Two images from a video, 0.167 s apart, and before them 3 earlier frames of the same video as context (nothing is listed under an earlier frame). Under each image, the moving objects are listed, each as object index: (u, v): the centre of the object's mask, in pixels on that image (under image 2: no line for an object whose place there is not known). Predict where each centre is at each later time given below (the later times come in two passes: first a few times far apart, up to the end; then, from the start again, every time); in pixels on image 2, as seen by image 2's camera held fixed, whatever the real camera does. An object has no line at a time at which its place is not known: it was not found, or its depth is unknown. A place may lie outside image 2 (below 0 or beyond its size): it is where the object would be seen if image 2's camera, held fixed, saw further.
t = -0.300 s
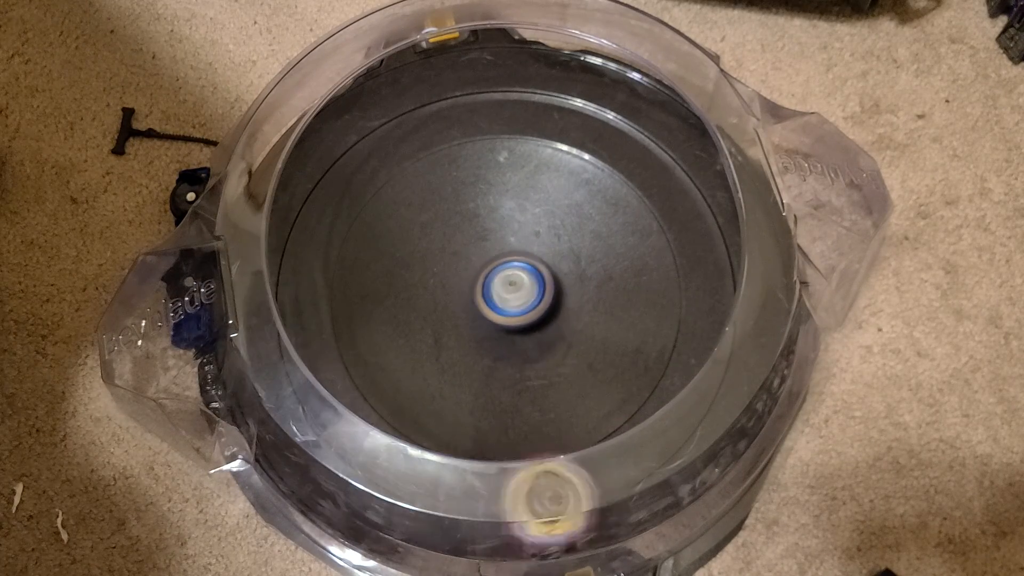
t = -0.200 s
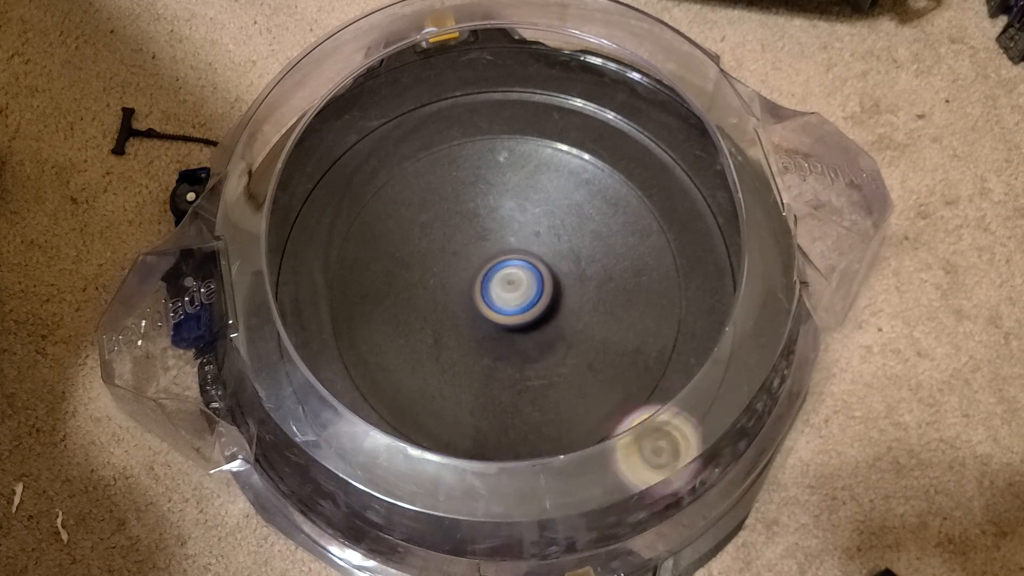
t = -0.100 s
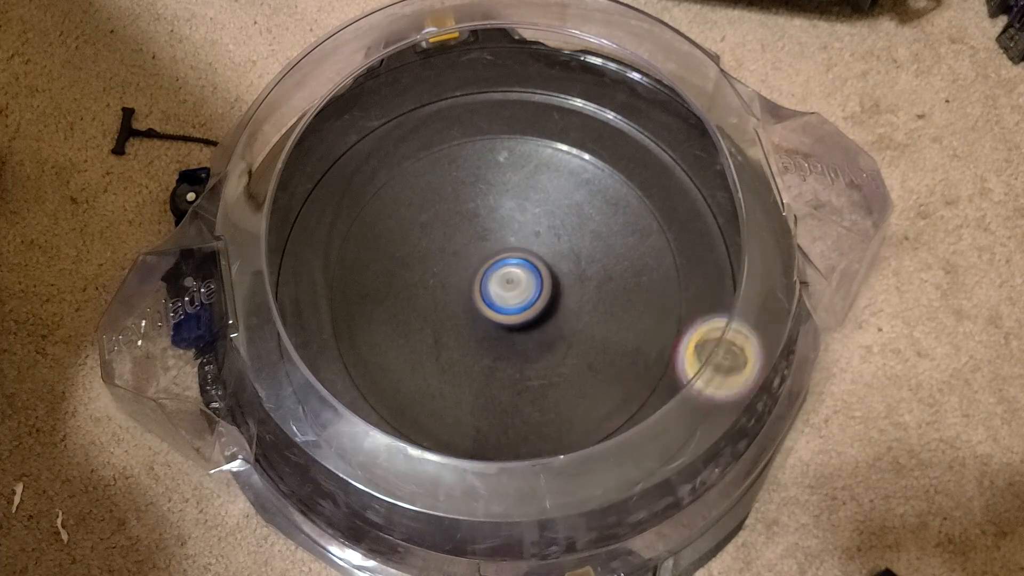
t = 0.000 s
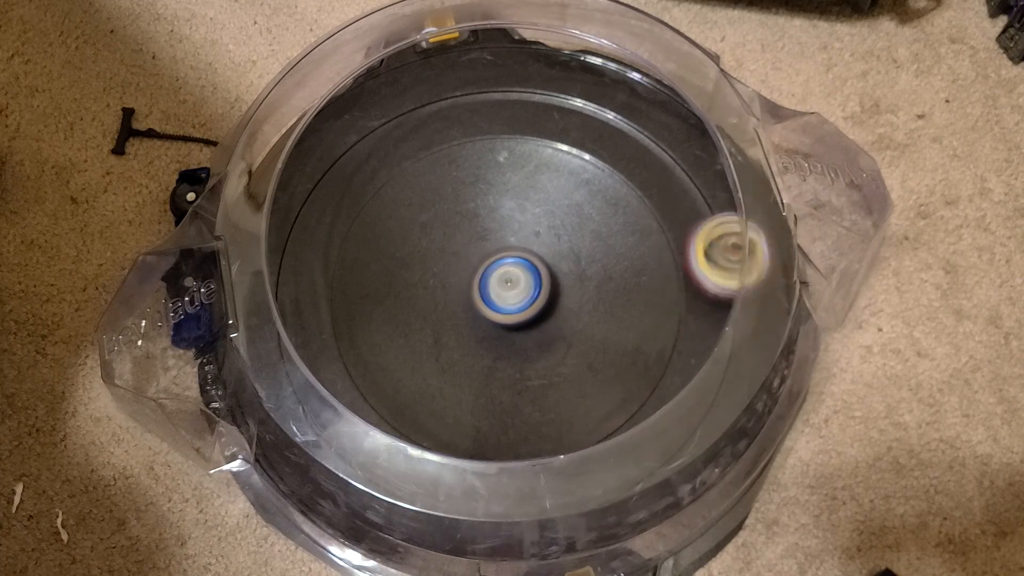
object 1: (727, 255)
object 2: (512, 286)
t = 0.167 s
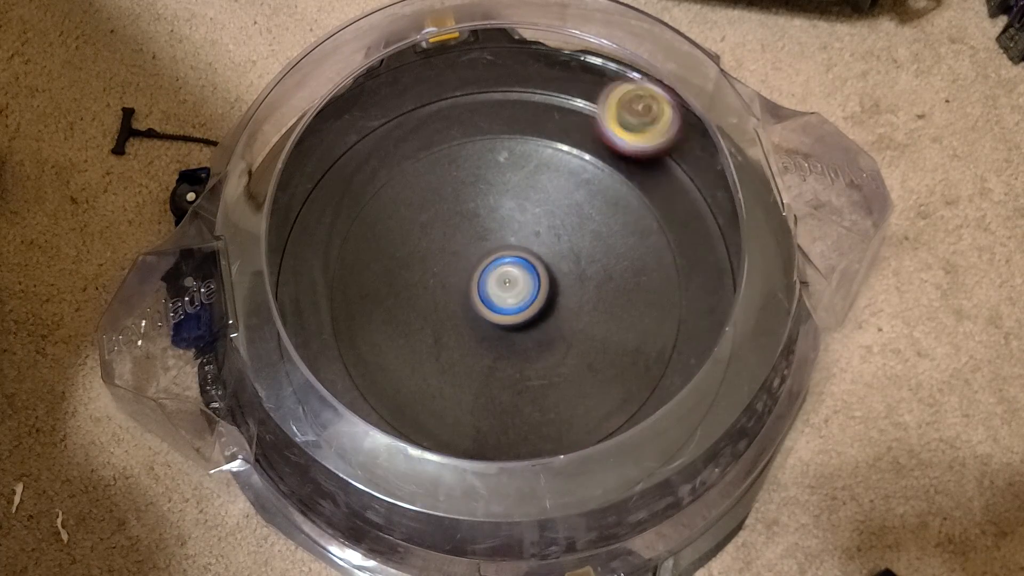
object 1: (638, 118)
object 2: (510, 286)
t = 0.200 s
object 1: (607, 101)
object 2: (510, 286)
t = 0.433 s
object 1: (377, 115)
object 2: (506, 286)
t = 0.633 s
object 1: (277, 286)
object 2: (502, 287)
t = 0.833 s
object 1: (383, 474)
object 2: (500, 290)
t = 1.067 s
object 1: (644, 460)
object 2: (496, 292)
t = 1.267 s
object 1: (728, 277)
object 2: (494, 294)
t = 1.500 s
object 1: (604, 99)
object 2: (497, 295)
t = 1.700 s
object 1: (410, 98)
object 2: (499, 297)
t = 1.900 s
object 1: (285, 240)
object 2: (502, 298)
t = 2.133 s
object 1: (361, 458)
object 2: (507, 298)
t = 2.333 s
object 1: (581, 494)
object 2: (513, 298)
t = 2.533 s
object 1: (721, 345)
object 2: (515, 298)
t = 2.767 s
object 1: (667, 144)
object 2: (516, 295)
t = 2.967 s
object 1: (493, 79)
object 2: (516, 291)
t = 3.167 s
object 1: (328, 160)
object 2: (514, 287)
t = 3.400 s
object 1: (295, 368)
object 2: (511, 284)
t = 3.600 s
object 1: (455, 501)
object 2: (507, 284)
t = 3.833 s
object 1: (679, 421)
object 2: (501, 286)
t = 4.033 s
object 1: (723, 250)
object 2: (496, 290)
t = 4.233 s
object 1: (620, 111)
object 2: (492, 293)
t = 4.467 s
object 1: (412, 100)
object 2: (495, 295)
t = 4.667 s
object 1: (292, 226)
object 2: (499, 297)
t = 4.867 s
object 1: (317, 405)
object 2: (502, 298)
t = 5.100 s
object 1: (530, 501)
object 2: (507, 300)
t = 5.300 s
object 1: (691, 406)
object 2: (513, 298)
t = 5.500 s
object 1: (720, 246)
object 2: (515, 297)
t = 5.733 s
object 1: (610, 109)
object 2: (517, 295)
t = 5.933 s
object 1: (467, 90)
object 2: (516, 292)
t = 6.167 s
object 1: (341, 171)
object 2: (513, 287)
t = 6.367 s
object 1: (313, 298)
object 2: (509, 284)
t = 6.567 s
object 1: (377, 412)
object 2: (504, 285)
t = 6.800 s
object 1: (517, 472)
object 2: (498, 288)
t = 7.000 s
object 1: (642, 431)
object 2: (495, 292)
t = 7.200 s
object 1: (691, 319)
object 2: (493, 294)
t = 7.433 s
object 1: (632, 191)
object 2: (498, 297)
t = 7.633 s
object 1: (483, 147)
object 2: (501, 298)
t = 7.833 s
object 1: (353, 225)
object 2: (505, 299)
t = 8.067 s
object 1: (390, 390)
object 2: (512, 299)
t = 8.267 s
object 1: (554, 412)
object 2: (514, 297)
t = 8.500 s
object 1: (651, 264)
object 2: (515, 294)
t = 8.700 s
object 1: (572, 147)
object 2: (515, 290)
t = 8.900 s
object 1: (425, 170)
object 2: (513, 287)
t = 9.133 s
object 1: (376, 331)
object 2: (507, 287)
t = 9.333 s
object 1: (489, 428)
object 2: (502, 288)
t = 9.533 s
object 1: (630, 376)
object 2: (499, 290)
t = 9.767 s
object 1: (611, 214)
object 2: (495, 294)
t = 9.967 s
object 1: (479, 155)
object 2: (496, 296)
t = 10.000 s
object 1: (454, 157)
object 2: (496, 296)
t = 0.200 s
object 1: (607, 101)
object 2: (510, 286)
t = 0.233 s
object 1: (575, 88)
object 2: (509, 286)
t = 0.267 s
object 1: (541, 81)
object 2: (509, 286)
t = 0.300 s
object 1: (506, 79)
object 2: (508, 286)
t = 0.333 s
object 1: (472, 81)
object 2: (507, 286)
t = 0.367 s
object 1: (439, 88)
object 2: (507, 286)
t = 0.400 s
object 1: (406, 100)
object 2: (506, 286)
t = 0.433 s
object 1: (377, 115)
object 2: (506, 286)
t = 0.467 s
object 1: (350, 136)
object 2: (505, 286)
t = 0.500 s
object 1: (328, 161)
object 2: (504, 286)
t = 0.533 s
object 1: (311, 189)
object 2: (504, 286)
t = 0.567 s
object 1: (293, 219)
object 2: (503, 287)
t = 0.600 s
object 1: (282, 252)
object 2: (503, 287)
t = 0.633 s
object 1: (277, 286)
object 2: (502, 287)
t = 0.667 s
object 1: (281, 319)
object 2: (502, 287)
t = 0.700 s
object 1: (288, 356)
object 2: (502, 287)
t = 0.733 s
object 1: (303, 388)
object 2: (501, 288)
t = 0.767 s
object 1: (324, 418)
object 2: (501, 288)
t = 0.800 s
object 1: (350, 448)
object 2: (500, 289)
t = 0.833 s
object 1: (383, 474)
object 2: (500, 290)
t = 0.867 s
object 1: (418, 490)
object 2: (499, 290)
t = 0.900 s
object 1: (458, 502)
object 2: (499, 290)
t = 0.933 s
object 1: (498, 508)
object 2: (498, 291)
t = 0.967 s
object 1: (538, 506)
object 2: (498, 291)
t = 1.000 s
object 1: (576, 495)
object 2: (497, 292)
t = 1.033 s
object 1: (612, 480)
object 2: (497, 292)
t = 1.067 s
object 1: (644, 460)
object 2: (496, 292)
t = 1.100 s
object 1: (670, 433)
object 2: (496, 293)
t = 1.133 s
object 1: (693, 405)
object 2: (495, 293)
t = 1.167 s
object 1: (711, 375)
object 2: (495, 293)
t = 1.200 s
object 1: (722, 343)
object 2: (494, 293)
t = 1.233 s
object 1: (728, 310)
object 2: (494, 293)
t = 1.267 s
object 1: (728, 277)
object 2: (494, 294)
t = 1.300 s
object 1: (723, 245)
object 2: (494, 293)
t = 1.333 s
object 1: (713, 214)
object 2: (494, 294)
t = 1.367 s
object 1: (698, 186)
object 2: (495, 294)
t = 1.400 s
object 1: (681, 159)
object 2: (495, 294)
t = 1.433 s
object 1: (659, 135)
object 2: (496, 295)
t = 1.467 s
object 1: (633, 116)
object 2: (497, 295)
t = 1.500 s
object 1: (604, 99)
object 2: (497, 295)
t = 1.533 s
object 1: (573, 88)
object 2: (498, 296)
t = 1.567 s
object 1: (540, 81)
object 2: (498, 296)
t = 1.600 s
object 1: (507, 78)
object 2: (498, 297)
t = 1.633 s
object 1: (474, 80)
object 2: (499, 296)
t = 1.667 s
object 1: (441, 87)
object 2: (499, 296)
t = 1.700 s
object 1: (410, 98)
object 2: (499, 297)
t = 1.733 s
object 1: (381, 113)
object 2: (500, 297)
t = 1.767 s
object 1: (354, 133)
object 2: (500, 296)
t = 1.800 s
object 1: (332, 156)
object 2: (501, 297)
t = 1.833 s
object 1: (315, 182)
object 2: (501, 297)
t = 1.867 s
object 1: (302, 210)
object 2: (502, 297)
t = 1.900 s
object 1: (285, 240)
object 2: (502, 298)
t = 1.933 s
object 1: (279, 273)
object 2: (503, 297)
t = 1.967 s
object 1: (279, 306)
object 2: (503, 298)
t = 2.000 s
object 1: (284, 340)
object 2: (504, 298)
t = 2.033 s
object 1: (296, 372)
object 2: (505, 298)
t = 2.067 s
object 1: (312, 401)
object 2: (505, 298)
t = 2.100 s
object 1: (332, 431)
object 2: (507, 298)
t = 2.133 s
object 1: (361, 458)
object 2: (507, 298)
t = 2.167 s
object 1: (393, 481)
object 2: (508, 298)
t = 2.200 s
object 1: (431, 497)
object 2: (509, 298)
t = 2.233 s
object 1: (469, 506)
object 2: (510, 298)
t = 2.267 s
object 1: (507, 506)
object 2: (511, 298)
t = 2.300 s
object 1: (544, 504)
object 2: (512, 298)
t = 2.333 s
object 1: (581, 494)
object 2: (513, 298)
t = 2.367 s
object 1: (617, 478)
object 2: (513, 299)
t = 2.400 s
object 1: (645, 456)
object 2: (514, 298)
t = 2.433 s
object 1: (671, 431)
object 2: (514, 298)
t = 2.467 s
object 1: (693, 405)
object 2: (515, 299)
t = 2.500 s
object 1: (709, 376)
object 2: (515, 298)
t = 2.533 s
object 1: (721, 345)
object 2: (515, 298)
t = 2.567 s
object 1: (727, 314)
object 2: (515, 298)
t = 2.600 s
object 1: (729, 282)
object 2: (516, 297)
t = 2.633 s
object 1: (724, 252)
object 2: (516, 297)
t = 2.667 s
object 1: (711, 223)
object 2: (515, 296)
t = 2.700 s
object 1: (701, 195)
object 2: (516, 296)
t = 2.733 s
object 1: (687, 168)
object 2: (516, 295)
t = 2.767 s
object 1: (667, 144)
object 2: (516, 295)
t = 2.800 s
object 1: (643, 123)
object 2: (516, 295)
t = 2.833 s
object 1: (616, 107)
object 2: (516, 294)
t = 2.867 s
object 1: (588, 93)
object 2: (516, 294)
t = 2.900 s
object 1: (556, 85)
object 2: (516, 293)
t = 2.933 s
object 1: (525, 80)
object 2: (516, 292)
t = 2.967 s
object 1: (493, 79)
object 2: (516, 291)
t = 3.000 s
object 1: (462, 83)
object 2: (516, 291)
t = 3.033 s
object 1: (430, 90)
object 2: (516, 289)
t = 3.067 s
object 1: (401, 102)
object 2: (515, 288)
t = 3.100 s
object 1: (374, 118)
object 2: (515, 288)
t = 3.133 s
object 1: (349, 137)
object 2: (515, 288)
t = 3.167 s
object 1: (328, 160)
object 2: (514, 287)
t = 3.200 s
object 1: (313, 185)
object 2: (514, 287)
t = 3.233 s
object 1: (296, 212)
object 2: (514, 286)
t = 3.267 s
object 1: (285, 242)
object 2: (513, 285)
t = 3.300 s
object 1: (280, 273)
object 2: (512, 285)
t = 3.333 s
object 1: (280, 305)
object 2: (512, 285)
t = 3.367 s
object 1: (284, 337)
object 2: (512, 284)
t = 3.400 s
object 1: (295, 368)
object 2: (511, 284)
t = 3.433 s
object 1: (311, 396)
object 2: (510, 285)
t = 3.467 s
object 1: (330, 424)
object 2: (510, 284)
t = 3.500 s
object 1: (355, 452)
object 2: (509, 284)
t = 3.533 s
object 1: (385, 476)
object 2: (508, 284)
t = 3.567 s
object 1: (418, 490)
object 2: (507, 284)
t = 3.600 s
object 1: (455, 501)
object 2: (507, 284)
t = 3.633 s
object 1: (491, 507)
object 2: (505, 285)
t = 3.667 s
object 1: (528, 506)
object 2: (505, 285)
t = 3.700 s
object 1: (566, 498)
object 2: (504, 285)
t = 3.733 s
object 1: (599, 486)
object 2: (503, 285)
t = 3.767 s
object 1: (630, 469)
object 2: (502, 285)
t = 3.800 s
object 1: (656, 445)
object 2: (501, 286)
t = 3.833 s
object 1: (679, 421)
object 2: (501, 286)
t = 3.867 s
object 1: (699, 396)
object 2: (500, 286)
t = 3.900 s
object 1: (713, 368)
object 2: (499, 287)
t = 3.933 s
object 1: (722, 338)
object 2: (499, 288)
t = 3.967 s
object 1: (728, 309)
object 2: (497, 288)
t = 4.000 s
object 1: (728, 278)
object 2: (496, 289)
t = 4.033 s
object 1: (723, 250)
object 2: (496, 290)
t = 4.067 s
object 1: (710, 222)
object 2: (496, 290)
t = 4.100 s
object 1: (701, 196)
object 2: (495, 291)
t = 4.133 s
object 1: (687, 170)
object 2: (494, 292)
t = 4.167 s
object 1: (668, 146)
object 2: (494, 292)
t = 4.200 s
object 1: (645, 127)
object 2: (493, 292)
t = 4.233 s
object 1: (620, 111)
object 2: (492, 293)
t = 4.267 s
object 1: (592, 98)
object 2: (493, 293)
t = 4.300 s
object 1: (563, 89)
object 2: (493, 293)
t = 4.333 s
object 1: (532, 82)
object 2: (493, 293)
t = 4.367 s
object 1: (502, 82)
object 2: (493, 294)
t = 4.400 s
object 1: (471, 84)
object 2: (494, 294)
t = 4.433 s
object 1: (441, 90)
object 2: (495, 295)
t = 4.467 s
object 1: (412, 100)
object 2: (495, 295)
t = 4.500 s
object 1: (385, 113)
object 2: (495, 296)
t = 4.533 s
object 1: (360, 130)
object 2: (496, 296)
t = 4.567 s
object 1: (338, 151)
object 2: (497, 296)
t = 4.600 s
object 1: (320, 174)
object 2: (498, 296)
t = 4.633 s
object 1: (308, 200)
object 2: (498, 297)
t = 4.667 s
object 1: (292, 226)
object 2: (499, 297)
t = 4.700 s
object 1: (284, 256)
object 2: (500, 297)
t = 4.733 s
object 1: (280, 286)
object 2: (500, 297)
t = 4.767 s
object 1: (282, 316)
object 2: (500, 298)
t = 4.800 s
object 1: (290, 350)
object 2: (500, 298)
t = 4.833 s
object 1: (300, 377)
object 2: (501, 297)
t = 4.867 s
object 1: (317, 405)
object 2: (502, 298)
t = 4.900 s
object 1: (337, 428)
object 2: (502, 299)
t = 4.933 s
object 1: (362, 454)
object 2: (503, 299)
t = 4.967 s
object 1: (392, 477)
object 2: (504, 299)
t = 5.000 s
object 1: (423, 489)
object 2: (505, 299)
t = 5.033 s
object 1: (460, 499)
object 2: (505, 300)
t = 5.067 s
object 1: (494, 504)
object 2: (506, 300)
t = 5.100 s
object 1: (530, 501)
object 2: (507, 300)
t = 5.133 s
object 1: (563, 496)
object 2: (508, 300)
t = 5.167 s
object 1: (595, 485)
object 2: (508, 300)
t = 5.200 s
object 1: (625, 471)
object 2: (510, 300)
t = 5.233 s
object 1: (649, 451)
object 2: (511, 300)
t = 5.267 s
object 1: (671, 428)
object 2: (512, 299)
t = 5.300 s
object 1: (691, 406)
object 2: (513, 298)
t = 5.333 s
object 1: (706, 381)
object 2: (513, 298)
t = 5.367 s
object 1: (717, 354)
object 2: (514, 298)
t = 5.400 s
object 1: (724, 326)
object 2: (514, 298)
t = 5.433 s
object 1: (727, 298)
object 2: (514, 297)
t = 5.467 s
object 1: (725, 271)
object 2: (515, 297)
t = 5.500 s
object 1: (720, 246)
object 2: (515, 297)
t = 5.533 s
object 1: (711, 221)
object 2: (516, 297)
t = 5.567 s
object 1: (701, 199)
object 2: (516, 297)
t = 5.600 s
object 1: (688, 176)
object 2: (516, 297)
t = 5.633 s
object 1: (674, 155)
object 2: (516, 296)
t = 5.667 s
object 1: (655, 137)
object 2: (517, 296)
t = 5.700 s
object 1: (633, 121)
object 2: (517, 296)
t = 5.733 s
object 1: (610, 109)
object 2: (517, 295)
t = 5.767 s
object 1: (586, 99)
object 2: (517, 295)
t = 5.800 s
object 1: (562, 92)
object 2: (517, 294)
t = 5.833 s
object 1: (536, 87)
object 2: (517, 294)
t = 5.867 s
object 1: (512, 86)
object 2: (517, 293)
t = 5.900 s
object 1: (489, 87)
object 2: (516, 292)
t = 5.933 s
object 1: (467, 90)
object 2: (516, 292)
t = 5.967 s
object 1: (447, 96)
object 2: (515, 291)
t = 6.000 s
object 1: (426, 104)
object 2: (515, 290)
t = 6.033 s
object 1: (406, 113)
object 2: (515, 289)
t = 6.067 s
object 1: (388, 124)
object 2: (514, 288)
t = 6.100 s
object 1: (371, 138)
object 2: (513, 289)
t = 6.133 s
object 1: (355, 153)
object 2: (513, 287)
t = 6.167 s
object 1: (341, 171)
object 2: (513, 287)
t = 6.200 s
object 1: (330, 190)
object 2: (512, 286)
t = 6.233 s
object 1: (320, 210)
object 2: (511, 286)
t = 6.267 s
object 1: (314, 232)
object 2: (511, 286)
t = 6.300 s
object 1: (310, 253)
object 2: (510, 285)
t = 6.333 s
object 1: (310, 276)
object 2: (510, 286)
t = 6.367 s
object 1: (313, 298)
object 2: (509, 284)
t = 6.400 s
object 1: (317, 319)
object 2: (508, 284)
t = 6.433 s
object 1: (323, 341)
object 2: (507, 285)
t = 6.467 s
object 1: (332, 361)
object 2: (506, 285)
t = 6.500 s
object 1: (345, 379)
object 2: (506, 285)
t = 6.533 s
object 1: (361, 396)
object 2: (506, 285)
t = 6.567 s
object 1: (377, 412)
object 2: (504, 285)
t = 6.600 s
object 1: (395, 425)
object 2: (504, 285)
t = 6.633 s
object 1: (413, 438)
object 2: (502, 286)
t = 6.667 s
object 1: (433, 448)
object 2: (502, 287)
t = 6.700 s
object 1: (453, 458)
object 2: (502, 287)
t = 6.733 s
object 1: (474, 465)
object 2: (500, 287)
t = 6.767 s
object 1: (496, 470)
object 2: (500, 288)
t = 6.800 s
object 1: (517, 472)
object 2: (498, 288)
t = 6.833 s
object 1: (539, 472)
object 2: (498, 289)
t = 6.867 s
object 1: (561, 469)
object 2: (498, 289)
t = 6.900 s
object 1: (583, 464)
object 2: (497, 290)
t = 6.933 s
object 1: (605, 456)
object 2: (496, 290)
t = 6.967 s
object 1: (624, 445)
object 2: (495, 291)
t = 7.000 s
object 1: (642, 431)
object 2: (495, 292)
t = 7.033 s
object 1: (658, 416)
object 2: (495, 292)
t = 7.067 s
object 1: (671, 398)
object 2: (494, 292)
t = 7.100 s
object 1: (682, 380)
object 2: (494, 292)
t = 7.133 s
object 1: (688, 360)
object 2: (493, 293)
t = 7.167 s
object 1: (693, 340)
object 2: (493, 293)
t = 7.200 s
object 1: (691, 319)
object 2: (493, 294)
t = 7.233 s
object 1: (693, 301)
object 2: (494, 294)
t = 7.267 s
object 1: (692, 283)
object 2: (495, 294)
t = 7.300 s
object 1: (688, 265)
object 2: (495, 295)
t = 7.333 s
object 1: (680, 247)
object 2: (496, 295)
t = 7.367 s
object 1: (668, 228)
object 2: (496, 296)
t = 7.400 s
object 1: (651, 209)
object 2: (497, 296)
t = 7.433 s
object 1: (632, 191)
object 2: (498, 297)
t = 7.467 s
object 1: (611, 174)
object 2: (498, 297)
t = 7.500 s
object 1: (588, 162)
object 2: (499, 297)
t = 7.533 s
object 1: (562, 153)
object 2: (499, 297)
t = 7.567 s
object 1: (536, 148)
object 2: (500, 297)
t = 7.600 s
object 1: (509, 145)
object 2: (500, 297)
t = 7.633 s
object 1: (483, 147)
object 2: (501, 298)
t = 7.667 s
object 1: (456, 152)
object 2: (501, 298)
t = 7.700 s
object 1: (431, 160)
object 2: (502, 298)
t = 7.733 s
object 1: (407, 172)
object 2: (503, 299)
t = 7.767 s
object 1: (386, 186)
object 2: (504, 298)
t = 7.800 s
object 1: (368, 204)
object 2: (504, 299)
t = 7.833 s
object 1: (353, 225)
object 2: (505, 299)
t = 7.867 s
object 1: (341, 247)
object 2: (506, 299)
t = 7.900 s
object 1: (334, 271)
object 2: (508, 298)
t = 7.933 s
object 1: (336, 298)
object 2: (508, 299)
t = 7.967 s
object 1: (342, 324)
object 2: (510, 298)
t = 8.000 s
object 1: (352, 349)
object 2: (510, 298)
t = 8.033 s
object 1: (369, 372)
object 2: (511, 298)
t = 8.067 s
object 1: (390, 390)
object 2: (512, 299)
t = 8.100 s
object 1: (415, 405)
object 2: (513, 299)
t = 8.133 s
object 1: (442, 415)
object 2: (513, 300)
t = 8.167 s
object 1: (469, 421)
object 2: (513, 299)
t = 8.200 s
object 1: (498, 423)
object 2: (513, 299)
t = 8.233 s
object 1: (526, 420)
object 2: (513, 298)
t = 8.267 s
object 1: (554, 412)
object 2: (514, 297)
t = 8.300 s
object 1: (580, 399)
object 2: (514, 297)
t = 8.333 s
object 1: (601, 382)
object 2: (515, 296)
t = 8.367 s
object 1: (619, 362)
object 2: (515, 296)
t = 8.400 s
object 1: (633, 339)
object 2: (515, 295)
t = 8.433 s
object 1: (643, 314)
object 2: (516, 295)
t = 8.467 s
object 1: (649, 289)
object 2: (516, 295)
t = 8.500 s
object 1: (651, 264)
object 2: (515, 294)
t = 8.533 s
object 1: (647, 239)
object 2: (516, 294)
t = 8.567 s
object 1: (640, 216)
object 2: (515, 293)
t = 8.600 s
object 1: (629, 193)
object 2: (516, 293)
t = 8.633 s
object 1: (613, 174)
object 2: (516, 292)
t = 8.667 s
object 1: (594, 159)
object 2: (515, 291)
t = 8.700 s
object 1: (572, 147)
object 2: (515, 290)
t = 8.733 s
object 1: (547, 139)
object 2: (515, 289)
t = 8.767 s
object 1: (521, 136)
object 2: (514, 289)
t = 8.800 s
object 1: (496, 138)
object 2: (514, 289)
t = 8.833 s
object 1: (470, 144)
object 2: (513, 288)
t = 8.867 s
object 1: (447, 155)
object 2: (512, 288)
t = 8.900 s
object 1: (425, 170)
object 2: (513, 287)
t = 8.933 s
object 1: (407, 187)
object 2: (512, 287)
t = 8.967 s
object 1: (392, 208)
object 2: (512, 286)
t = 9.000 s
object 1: (380, 230)
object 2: (511, 286)
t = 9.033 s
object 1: (372, 254)
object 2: (510, 286)
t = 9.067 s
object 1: (369, 279)
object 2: (509, 286)
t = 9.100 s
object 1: (370, 305)
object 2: (508, 286)
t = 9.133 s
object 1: (376, 331)
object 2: (507, 287)
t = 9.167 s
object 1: (386, 354)
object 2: (507, 286)
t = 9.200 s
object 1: (400, 376)
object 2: (506, 286)
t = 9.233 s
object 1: (418, 396)
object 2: (505, 286)
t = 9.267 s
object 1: (440, 411)
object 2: (505, 287)
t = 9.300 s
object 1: (463, 422)
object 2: (504, 287)
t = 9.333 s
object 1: (489, 428)
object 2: (502, 288)
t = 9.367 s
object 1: (515, 430)
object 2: (502, 288)
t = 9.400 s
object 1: (542, 428)
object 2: (501, 289)
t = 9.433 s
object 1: (569, 421)
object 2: (500, 290)
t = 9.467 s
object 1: (592, 410)
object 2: (500, 290)
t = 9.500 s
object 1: (613, 395)
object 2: (500, 290)
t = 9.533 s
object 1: (630, 376)
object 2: (499, 290)
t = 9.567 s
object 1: (641, 354)
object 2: (499, 291)
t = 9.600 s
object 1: (647, 329)
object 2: (499, 291)
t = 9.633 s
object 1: (648, 303)
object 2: (497, 292)
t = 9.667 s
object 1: (645, 279)
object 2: (497, 292)
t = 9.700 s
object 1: (637, 255)
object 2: (496, 293)
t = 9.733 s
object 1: (626, 234)
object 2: (496, 293)
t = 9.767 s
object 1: (611, 214)
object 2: (495, 294)
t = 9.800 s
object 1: (593, 197)
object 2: (495, 294)
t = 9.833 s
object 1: (573, 182)
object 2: (495, 295)
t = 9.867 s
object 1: (552, 171)
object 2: (495, 295)
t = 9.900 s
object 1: (528, 162)
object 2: (495, 296)
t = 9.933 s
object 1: (504, 157)
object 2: (496, 296)
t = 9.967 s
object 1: (479, 155)
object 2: (496, 296)
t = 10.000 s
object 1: (454, 157)
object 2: (496, 296)
